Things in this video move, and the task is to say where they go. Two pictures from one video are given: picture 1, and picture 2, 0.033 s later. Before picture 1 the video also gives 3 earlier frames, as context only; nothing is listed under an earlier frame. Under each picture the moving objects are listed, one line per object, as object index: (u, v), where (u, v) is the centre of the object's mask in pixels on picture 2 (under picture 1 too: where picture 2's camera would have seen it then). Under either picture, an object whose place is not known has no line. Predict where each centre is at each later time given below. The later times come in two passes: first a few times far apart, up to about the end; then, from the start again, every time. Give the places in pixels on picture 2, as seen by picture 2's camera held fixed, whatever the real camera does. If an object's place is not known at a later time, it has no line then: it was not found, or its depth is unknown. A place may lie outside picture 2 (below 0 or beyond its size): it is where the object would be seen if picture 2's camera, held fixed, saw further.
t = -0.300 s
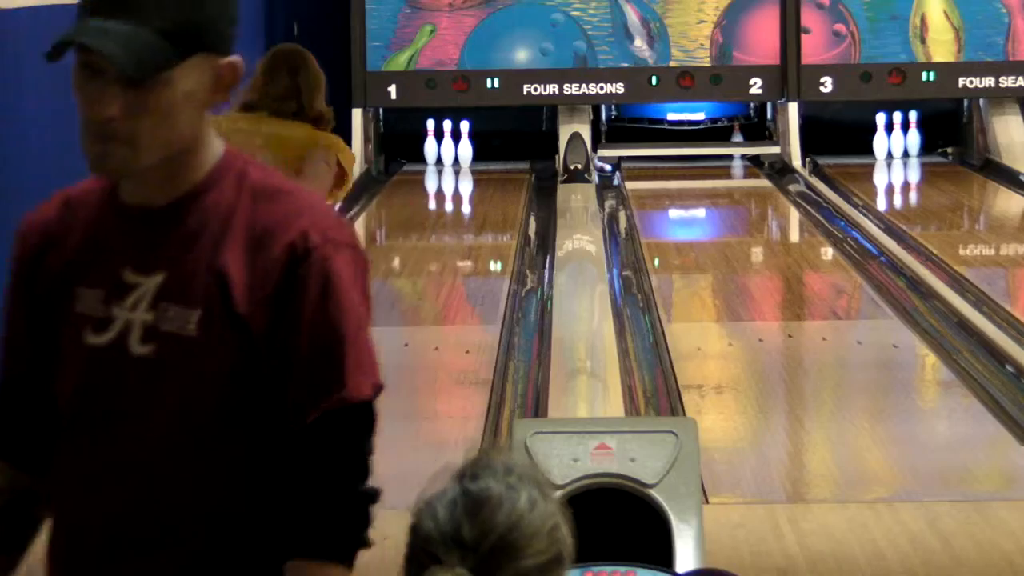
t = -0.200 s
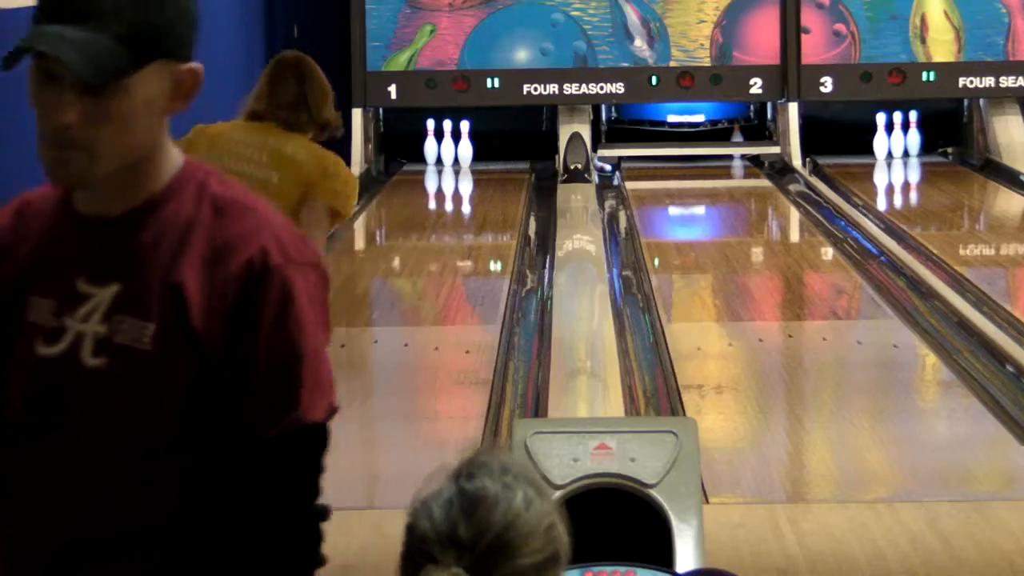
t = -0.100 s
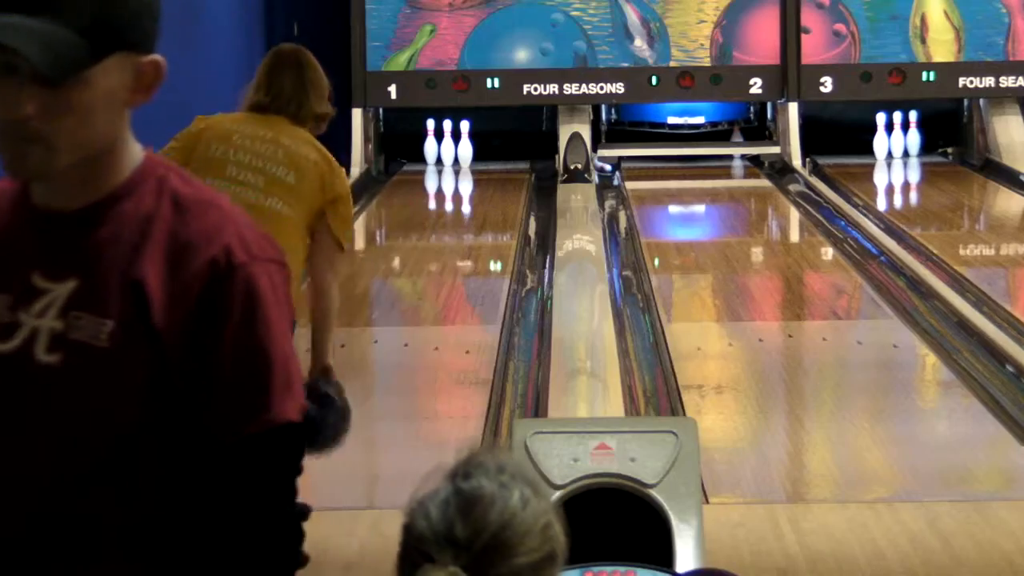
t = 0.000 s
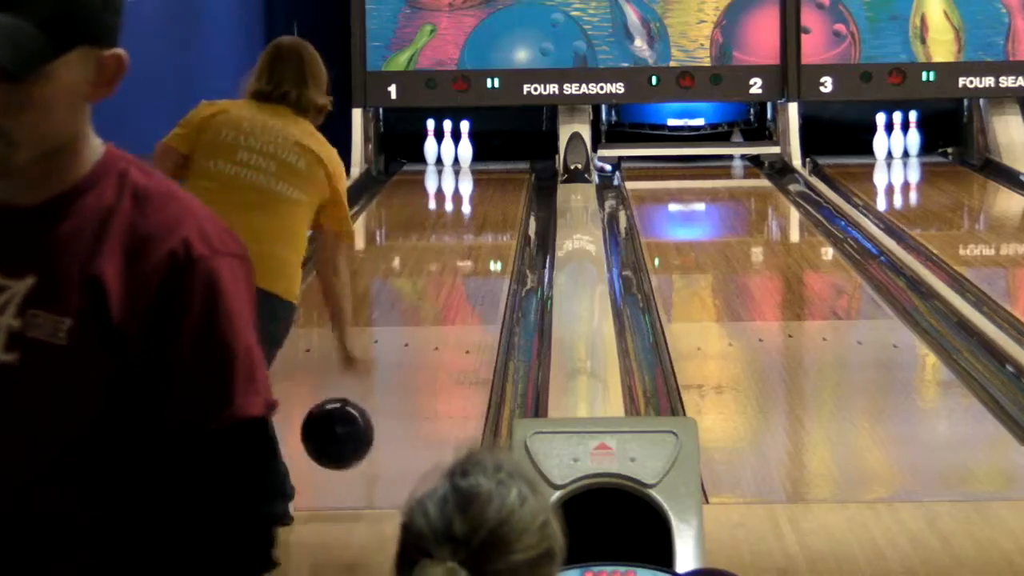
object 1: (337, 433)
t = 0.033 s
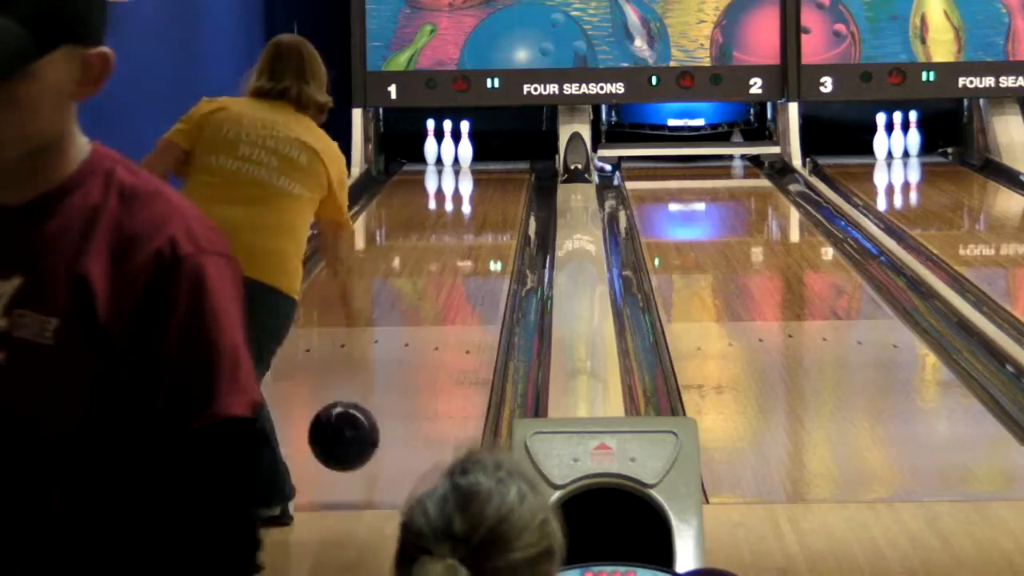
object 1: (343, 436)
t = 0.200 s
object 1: (369, 417)
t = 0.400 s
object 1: (393, 369)
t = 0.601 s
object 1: (411, 331)
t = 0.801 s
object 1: (426, 300)
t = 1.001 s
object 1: (438, 274)
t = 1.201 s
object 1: (448, 251)
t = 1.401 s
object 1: (456, 233)
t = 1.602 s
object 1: (463, 217)
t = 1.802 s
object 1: (468, 203)
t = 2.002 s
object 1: (470, 191)
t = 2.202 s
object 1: (474, 179)
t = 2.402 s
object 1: (475, 170)
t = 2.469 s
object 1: (476, 167)
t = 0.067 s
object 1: (349, 441)
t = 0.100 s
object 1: (355, 447)
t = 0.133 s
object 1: (360, 433)
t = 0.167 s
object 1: (365, 423)
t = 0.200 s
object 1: (369, 417)
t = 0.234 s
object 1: (374, 409)
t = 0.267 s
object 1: (378, 401)
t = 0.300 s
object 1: (381, 392)
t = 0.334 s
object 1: (385, 385)
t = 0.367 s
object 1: (389, 377)
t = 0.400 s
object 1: (393, 369)
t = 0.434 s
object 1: (396, 362)
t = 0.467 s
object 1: (399, 355)
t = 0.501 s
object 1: (402, 349)
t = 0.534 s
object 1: (405, 342)
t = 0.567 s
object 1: (408, 336)
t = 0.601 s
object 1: (411, 331)
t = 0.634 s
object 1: (414, 325)
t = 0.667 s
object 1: (416, 320)
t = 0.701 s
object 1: (419, 315)
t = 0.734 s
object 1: (421, 310)
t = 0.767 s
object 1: (424, 305)
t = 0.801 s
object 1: (426, 300)
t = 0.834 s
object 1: (428, 296)
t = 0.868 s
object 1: (430, 291)
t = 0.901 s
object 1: (432, 287)
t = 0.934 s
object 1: (434, 282)
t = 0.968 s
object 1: (436, 278)
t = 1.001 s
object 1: (438, 274)
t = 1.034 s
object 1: (440, 270)
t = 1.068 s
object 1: (442, 266)
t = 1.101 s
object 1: (443, 263)
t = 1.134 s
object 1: (445, 259)
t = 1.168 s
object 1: (447, 255)
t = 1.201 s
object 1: (448, 251)
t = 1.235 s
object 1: (449, 248)
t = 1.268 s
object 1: (451, 245)
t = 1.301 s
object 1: (452, 242)
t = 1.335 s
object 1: (453, 239)
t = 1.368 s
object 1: (454, 236)
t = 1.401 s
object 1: (456, 233)
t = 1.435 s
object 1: (457, 230)
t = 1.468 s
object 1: (458, 227)
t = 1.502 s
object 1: (459, 225)
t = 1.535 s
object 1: (461, 222)
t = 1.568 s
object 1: (462, 219)
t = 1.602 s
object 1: (463, 217)
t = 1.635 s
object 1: (464, 214)
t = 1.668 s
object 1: (464, 212)
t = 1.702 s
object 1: (465, 210)
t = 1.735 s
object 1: (466, 207)
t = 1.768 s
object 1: (467, 205)
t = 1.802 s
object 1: (468, 203)
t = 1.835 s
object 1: (468, 201)
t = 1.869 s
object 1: (469, 198)
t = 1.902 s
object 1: (469, 196)
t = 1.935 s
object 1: (470, 194)
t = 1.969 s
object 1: (470, 192)
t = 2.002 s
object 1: (470, 191)
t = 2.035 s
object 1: (471, 189)
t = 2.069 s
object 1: (472, 187)
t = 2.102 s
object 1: (472, 185)
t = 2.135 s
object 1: (473, 182)
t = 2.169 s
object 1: (473, 181)
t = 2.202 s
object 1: (474, 179)
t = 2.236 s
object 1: (475, 178)
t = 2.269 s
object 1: (475, 176)
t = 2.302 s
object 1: (475, 175)
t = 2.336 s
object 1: (475, 173)
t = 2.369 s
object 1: (475, 171)
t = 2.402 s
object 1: (475, 170)
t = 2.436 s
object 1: (475, 168)
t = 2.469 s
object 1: (476, 167)
